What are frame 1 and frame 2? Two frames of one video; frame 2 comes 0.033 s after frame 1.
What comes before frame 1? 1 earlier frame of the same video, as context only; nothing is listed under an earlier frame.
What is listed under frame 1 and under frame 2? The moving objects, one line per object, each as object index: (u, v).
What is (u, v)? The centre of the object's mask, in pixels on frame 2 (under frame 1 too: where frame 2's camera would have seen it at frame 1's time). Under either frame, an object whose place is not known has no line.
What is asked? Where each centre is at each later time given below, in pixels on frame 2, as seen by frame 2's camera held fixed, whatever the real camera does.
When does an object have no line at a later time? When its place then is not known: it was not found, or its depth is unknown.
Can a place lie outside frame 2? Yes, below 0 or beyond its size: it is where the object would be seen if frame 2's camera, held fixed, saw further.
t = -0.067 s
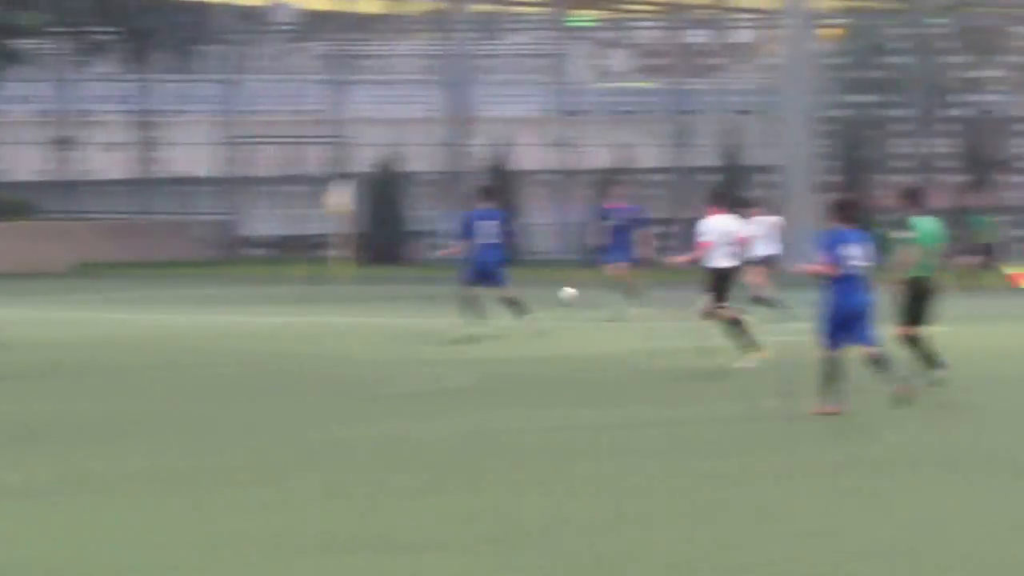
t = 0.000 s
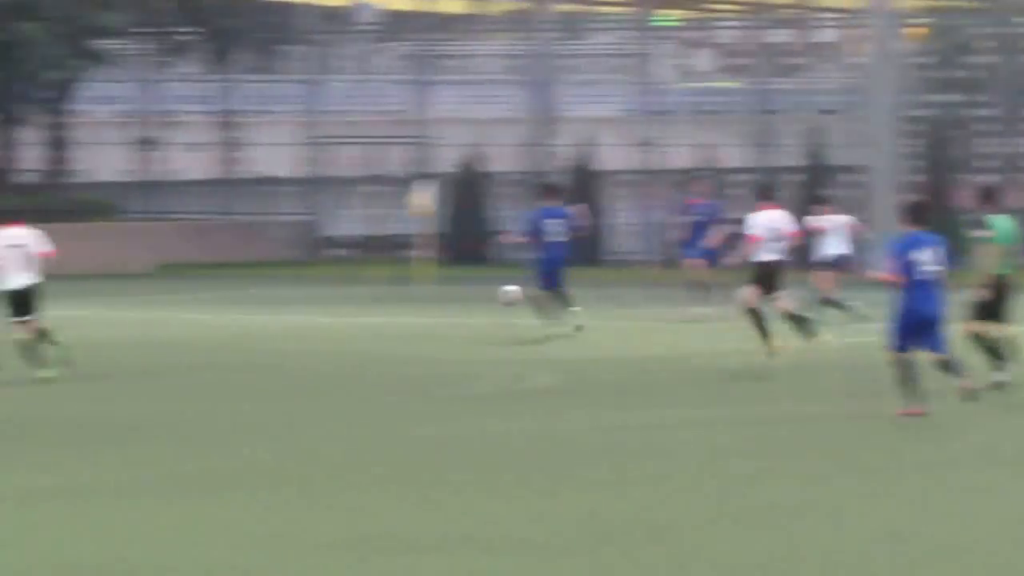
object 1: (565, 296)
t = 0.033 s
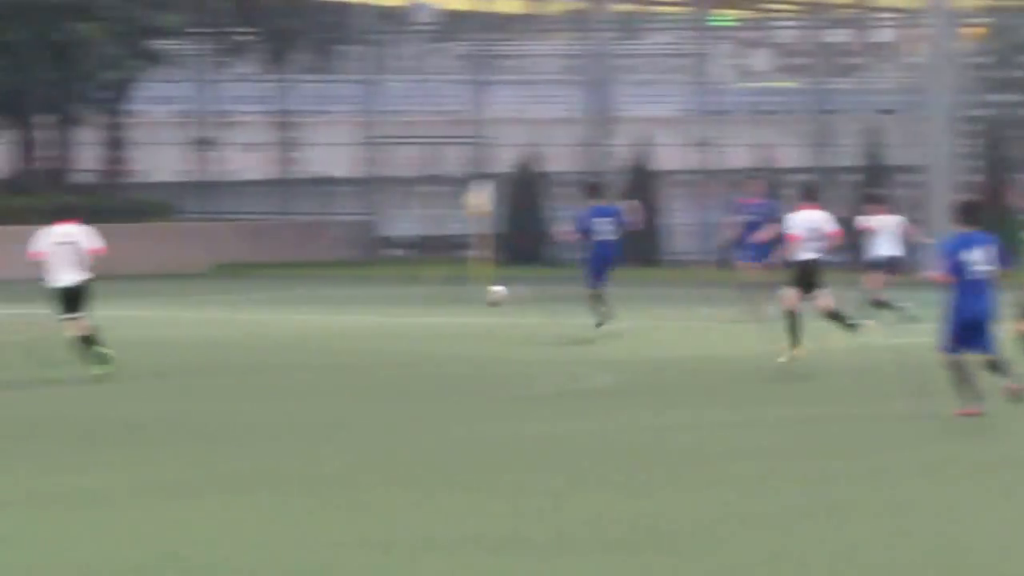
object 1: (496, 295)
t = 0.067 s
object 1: (427, 296)
